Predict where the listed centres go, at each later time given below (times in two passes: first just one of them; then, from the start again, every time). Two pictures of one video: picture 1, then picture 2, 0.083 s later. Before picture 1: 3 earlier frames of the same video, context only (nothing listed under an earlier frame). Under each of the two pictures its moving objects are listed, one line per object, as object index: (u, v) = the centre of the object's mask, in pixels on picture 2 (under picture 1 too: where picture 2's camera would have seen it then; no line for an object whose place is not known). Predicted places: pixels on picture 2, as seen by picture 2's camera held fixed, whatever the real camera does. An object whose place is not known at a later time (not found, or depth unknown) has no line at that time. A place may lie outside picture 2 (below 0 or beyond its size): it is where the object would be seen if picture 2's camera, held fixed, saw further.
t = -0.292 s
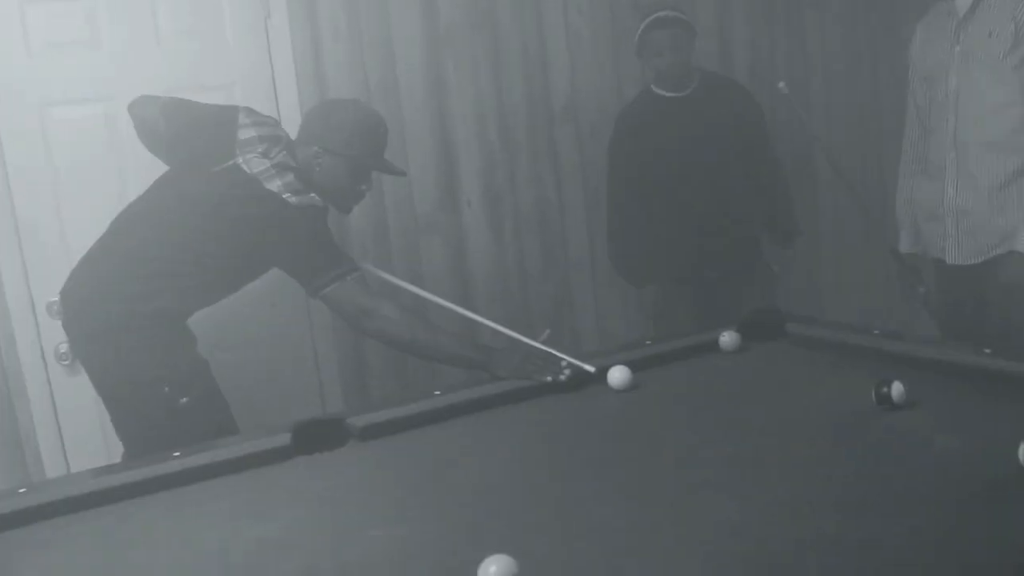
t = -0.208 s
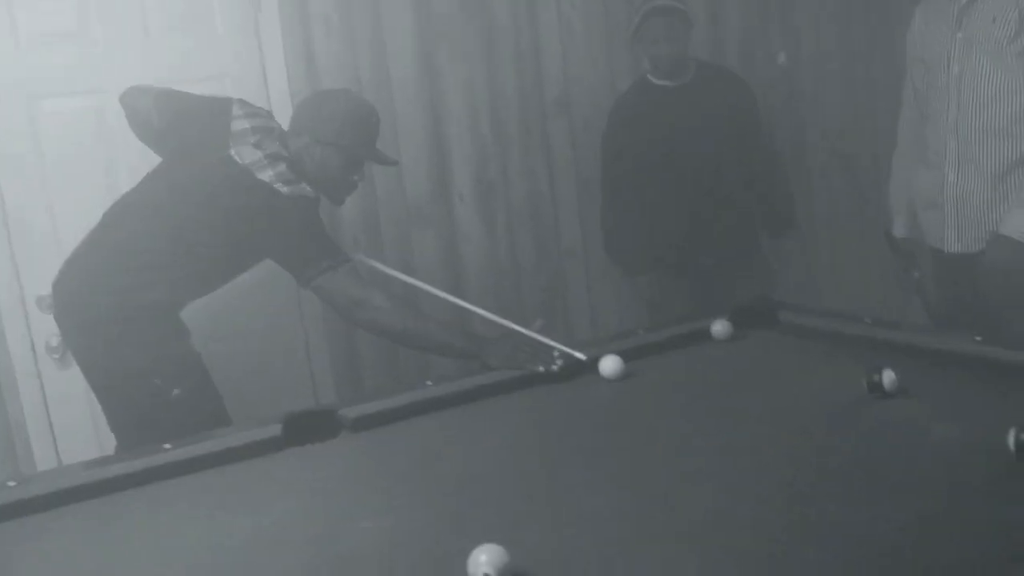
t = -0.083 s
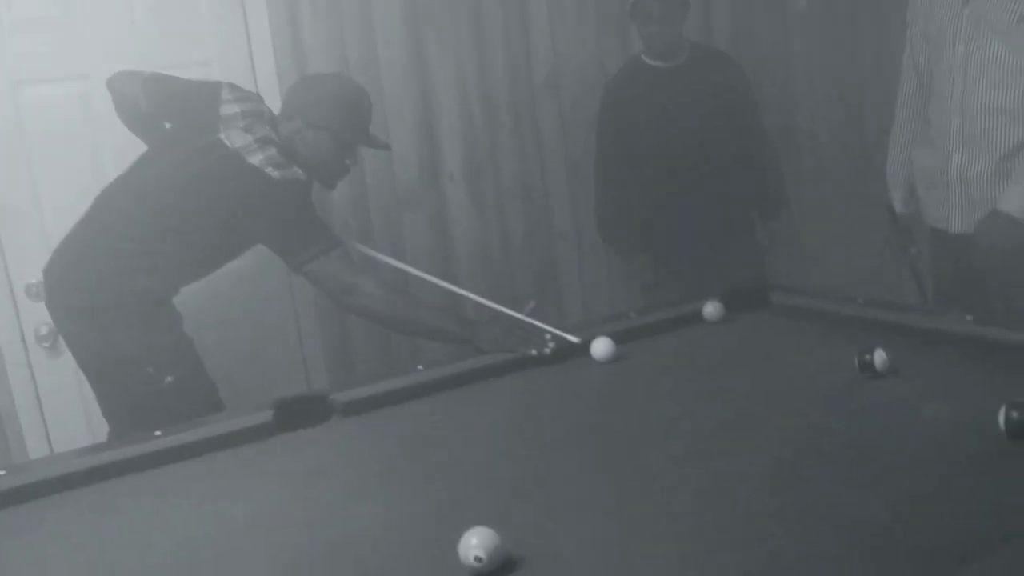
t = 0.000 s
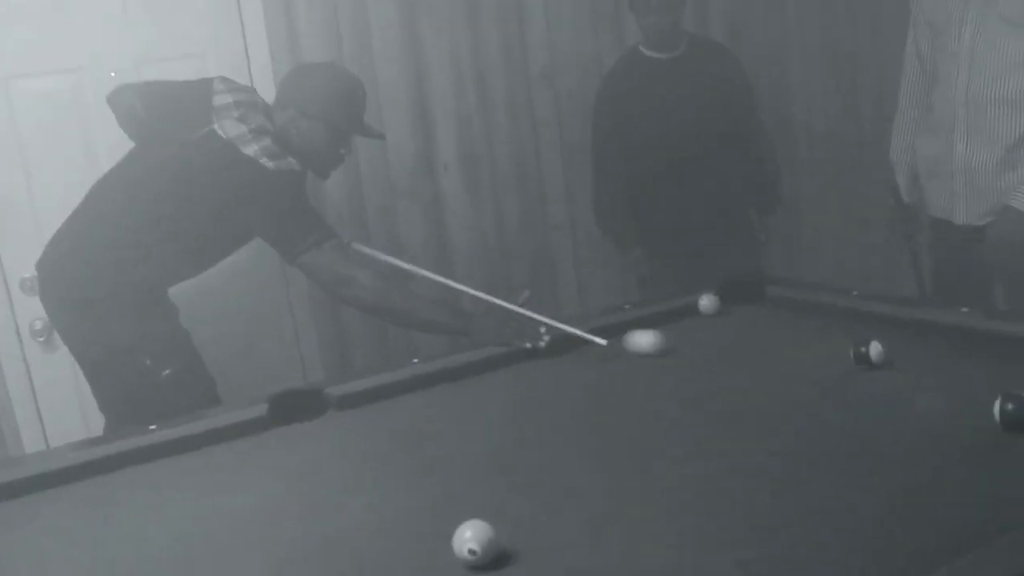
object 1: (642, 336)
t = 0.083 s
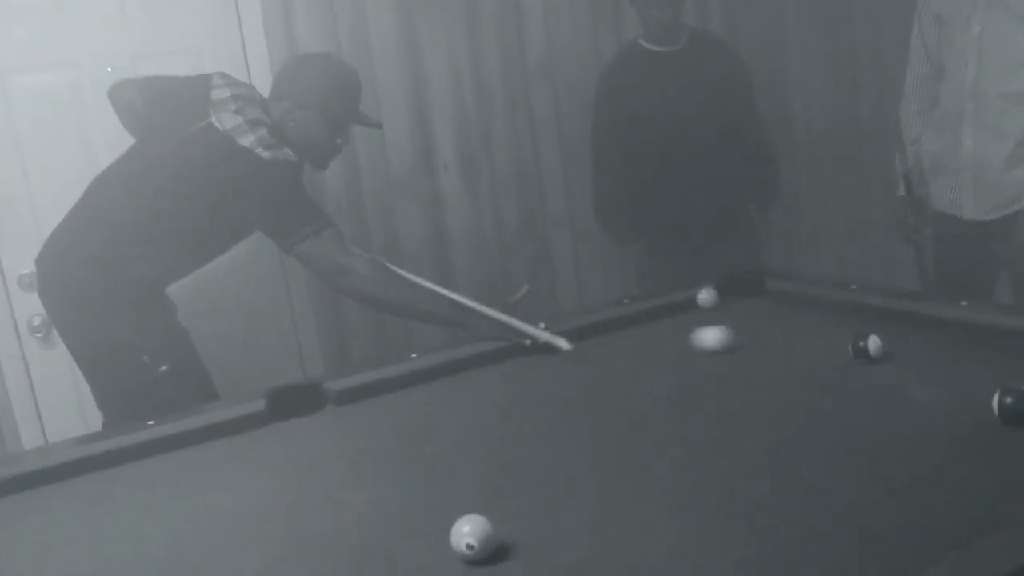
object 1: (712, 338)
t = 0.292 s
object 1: (847, 338)
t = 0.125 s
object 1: (746, 339)
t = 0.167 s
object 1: (779, 340)
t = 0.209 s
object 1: (810, 341)
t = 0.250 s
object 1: (838, 341)
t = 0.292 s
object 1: (847, 338)
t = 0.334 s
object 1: (857, 335)
